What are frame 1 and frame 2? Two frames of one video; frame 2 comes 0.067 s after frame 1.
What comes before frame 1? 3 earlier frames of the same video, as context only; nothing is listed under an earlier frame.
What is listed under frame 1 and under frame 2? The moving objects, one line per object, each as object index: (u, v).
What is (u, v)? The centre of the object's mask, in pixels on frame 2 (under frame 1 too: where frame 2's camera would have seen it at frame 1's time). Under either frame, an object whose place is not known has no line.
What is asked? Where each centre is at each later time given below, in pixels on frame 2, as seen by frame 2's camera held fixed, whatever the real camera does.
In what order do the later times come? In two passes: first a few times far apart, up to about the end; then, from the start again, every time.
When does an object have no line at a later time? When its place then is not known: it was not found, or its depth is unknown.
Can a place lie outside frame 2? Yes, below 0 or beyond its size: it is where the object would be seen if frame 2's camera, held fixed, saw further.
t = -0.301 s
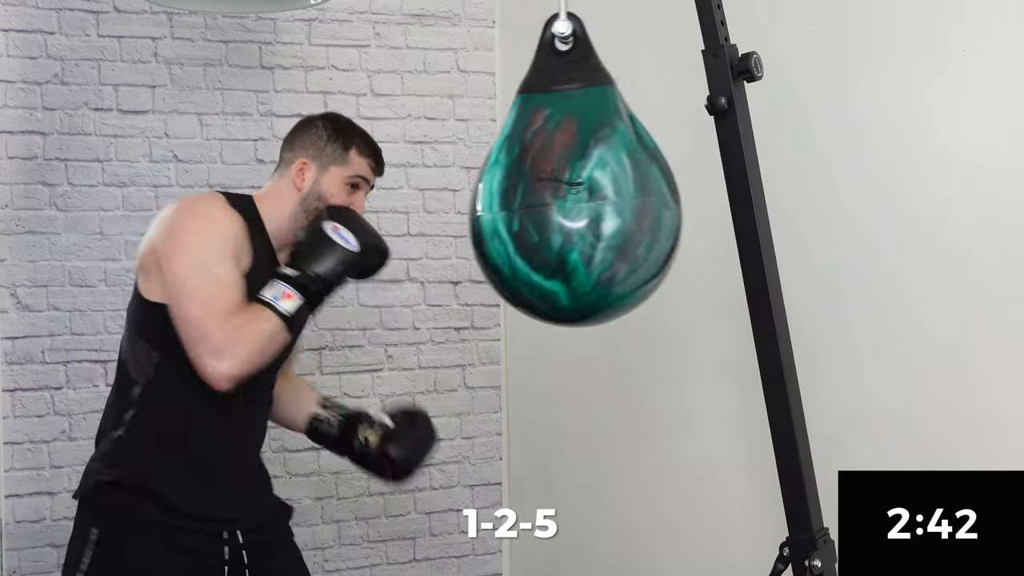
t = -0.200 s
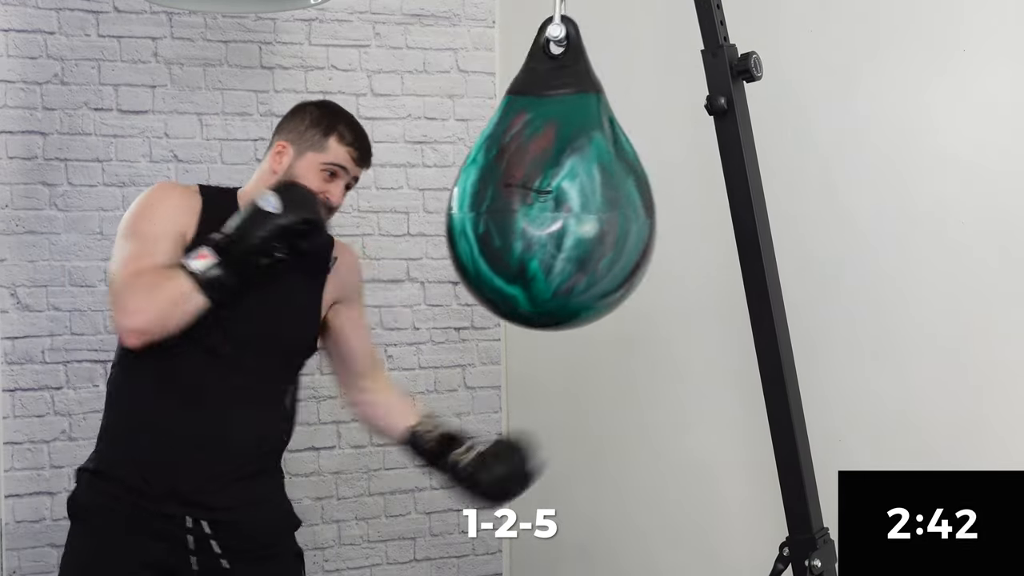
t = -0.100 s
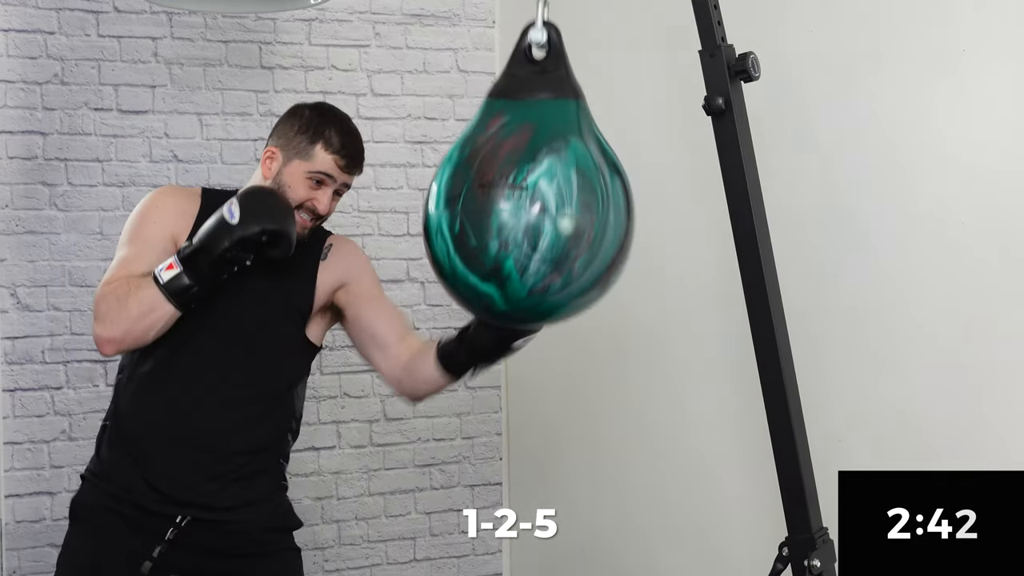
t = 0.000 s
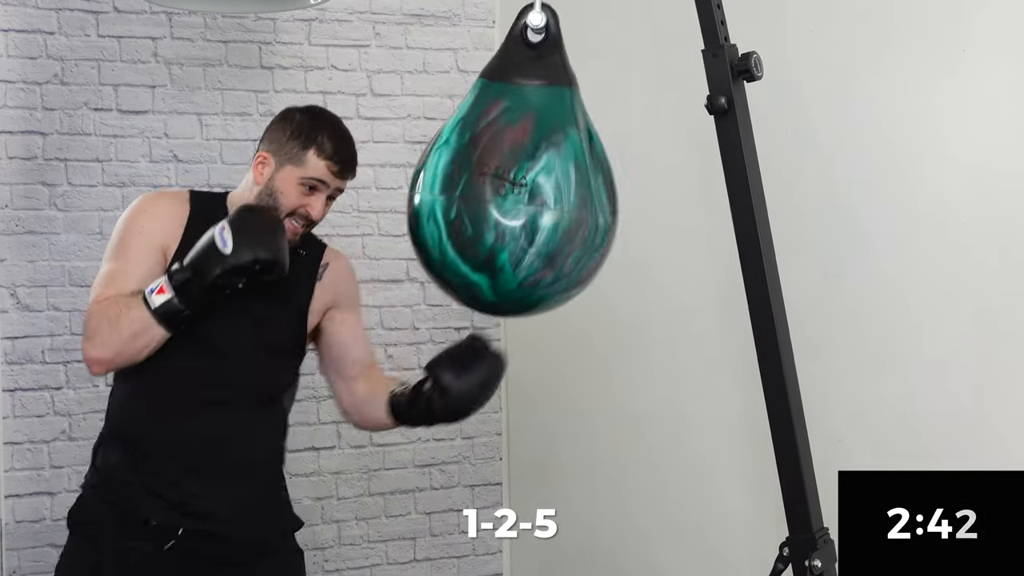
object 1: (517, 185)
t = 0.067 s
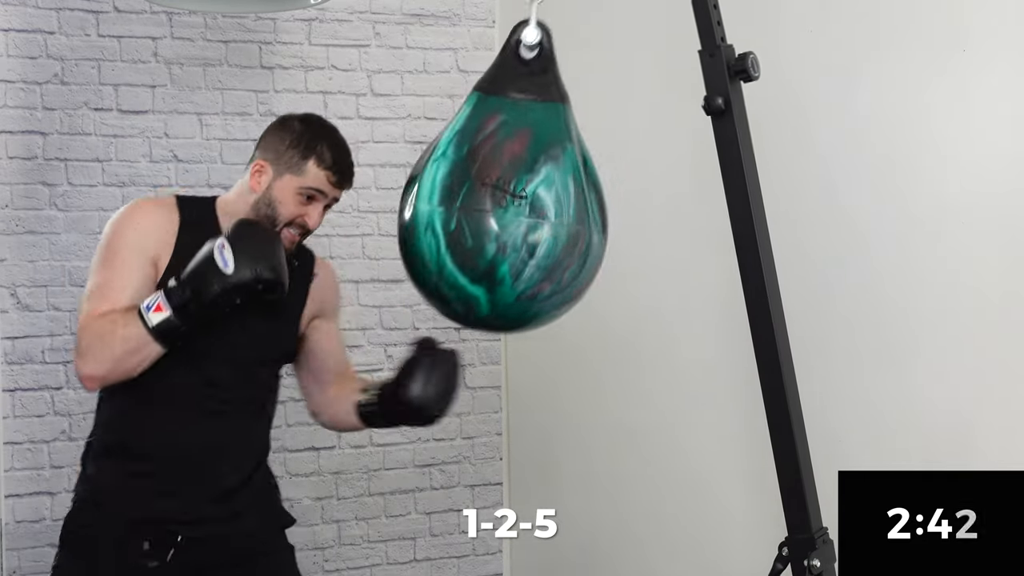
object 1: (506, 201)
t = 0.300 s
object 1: (506, 186)
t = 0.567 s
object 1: (549, 195)
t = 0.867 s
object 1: (607, 193)
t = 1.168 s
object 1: (624, 190)
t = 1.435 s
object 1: (590, 199)
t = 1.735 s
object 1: (530, 201)
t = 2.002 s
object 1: (506, 200)
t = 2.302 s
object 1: (536, 201)
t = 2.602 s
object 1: (596, 197)
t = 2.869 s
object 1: (624, 190)
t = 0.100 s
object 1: (503, 208)
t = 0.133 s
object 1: (500, 209)
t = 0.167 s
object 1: (499, 205)
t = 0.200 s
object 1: (502, 199)
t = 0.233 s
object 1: (504, 192)
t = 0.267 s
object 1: (505, 186)
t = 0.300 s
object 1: (506, 186)
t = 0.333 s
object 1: (510, 191)
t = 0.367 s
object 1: (513, 196)
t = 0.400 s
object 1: (518, 200)
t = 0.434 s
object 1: (523, 205)
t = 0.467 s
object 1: (529, 207)
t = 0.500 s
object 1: (536, 205)
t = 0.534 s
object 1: (543, 201)
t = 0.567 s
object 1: (549, 195)
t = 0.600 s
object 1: (555, 191)
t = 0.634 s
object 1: (562, 192)
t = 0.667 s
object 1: (571, 197)
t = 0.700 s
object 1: (578, 202)
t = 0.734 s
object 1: (585, 206)
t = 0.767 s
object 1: (592, 207)
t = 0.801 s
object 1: (597, 204)
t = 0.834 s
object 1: (602, 199)
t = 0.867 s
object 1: (607, 193)
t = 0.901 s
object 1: (612, 191)
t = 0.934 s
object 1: (617, 192)
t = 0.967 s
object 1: (621, 194)
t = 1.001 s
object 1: (623, 197)
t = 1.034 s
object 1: (625, 199)
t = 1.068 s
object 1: (626, 200)
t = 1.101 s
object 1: (626, 198)
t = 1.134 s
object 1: (625, 194)
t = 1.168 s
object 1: (624, 190)
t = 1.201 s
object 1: (621, 189)
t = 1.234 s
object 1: (618, 190)
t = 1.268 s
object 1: (615, 194)
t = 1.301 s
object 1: (611, 199)
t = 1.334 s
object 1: (608, 201)
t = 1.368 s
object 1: (602, 202)
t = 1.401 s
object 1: (596, 201)
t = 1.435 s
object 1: (590, 199)
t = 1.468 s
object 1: (583, 197)
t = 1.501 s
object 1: (576, 195)
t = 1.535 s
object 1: (570, 195)
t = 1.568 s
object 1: (563, 197)
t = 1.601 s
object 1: (556, 200)
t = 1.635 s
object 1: (548, 203)
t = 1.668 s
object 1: (542, 204)
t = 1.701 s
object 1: (536, 203)
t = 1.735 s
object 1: (530, 201)
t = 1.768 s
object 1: (526, 198)
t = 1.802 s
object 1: (520, 194)
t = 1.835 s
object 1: (516, 193)
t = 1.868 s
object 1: (513, 194)
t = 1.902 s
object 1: (511, 195)
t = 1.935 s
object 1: (508, 196)
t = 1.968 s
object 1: (507, 198)
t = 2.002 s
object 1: (506, 200)
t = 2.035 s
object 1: (506, 200)
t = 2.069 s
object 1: (507, 199)
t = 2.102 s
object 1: (510, 196)
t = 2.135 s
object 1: (513, 194)
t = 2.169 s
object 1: (517, 193)
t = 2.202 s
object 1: (521, 194)
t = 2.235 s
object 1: (525, 196)
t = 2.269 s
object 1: (531, 198)
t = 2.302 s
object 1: (536, 201)
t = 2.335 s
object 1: (544, 202)
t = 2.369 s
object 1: (549, 203)
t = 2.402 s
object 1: (556, 202)
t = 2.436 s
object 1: (563, 200)
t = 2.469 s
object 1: (570, 197)
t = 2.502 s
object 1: (577, 195)
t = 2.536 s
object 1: (583, 194)
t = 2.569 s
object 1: (590, 195)
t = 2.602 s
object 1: (596, 197)
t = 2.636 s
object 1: (602, 198)
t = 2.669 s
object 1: (608, 199)
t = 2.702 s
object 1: (613, 198)
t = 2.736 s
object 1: (616, 197)
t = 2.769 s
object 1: (619, 194)
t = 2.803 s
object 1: (621, 192)
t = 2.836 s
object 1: (623, 190)
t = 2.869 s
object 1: (624, 190)
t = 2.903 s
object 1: (624, 192)
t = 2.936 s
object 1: (624, 194)
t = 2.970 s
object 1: (623, 196)
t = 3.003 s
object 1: (621, 197)
